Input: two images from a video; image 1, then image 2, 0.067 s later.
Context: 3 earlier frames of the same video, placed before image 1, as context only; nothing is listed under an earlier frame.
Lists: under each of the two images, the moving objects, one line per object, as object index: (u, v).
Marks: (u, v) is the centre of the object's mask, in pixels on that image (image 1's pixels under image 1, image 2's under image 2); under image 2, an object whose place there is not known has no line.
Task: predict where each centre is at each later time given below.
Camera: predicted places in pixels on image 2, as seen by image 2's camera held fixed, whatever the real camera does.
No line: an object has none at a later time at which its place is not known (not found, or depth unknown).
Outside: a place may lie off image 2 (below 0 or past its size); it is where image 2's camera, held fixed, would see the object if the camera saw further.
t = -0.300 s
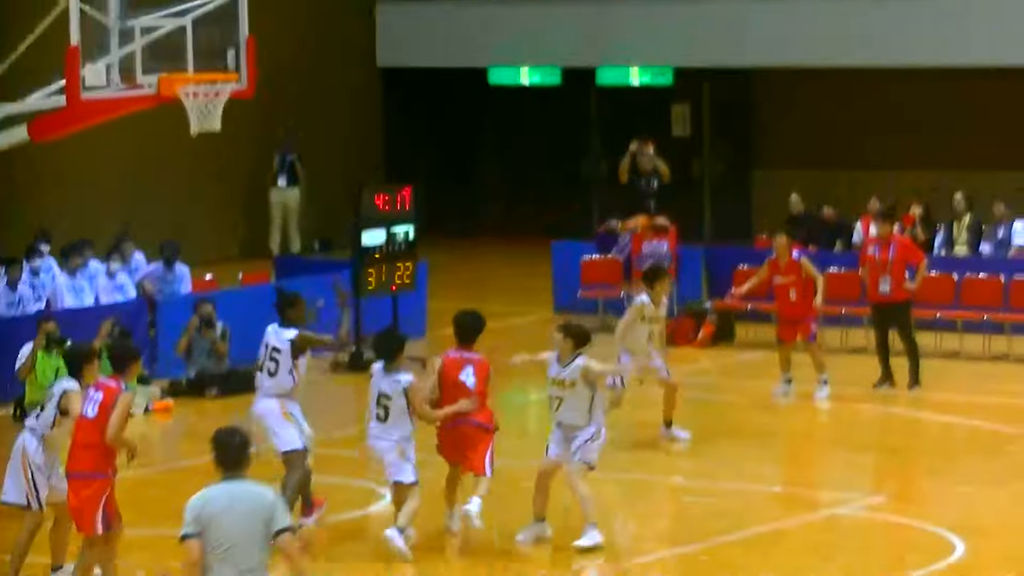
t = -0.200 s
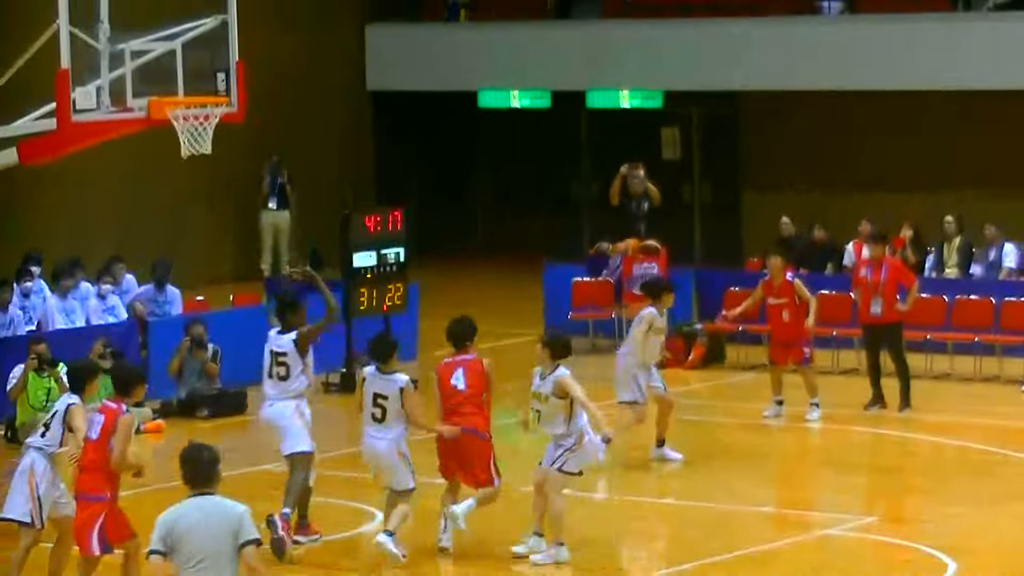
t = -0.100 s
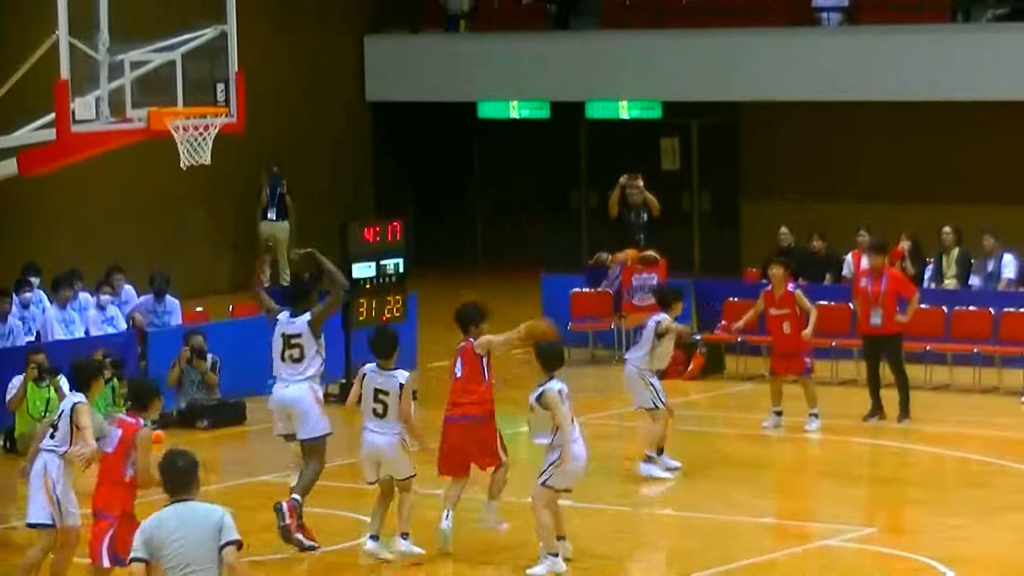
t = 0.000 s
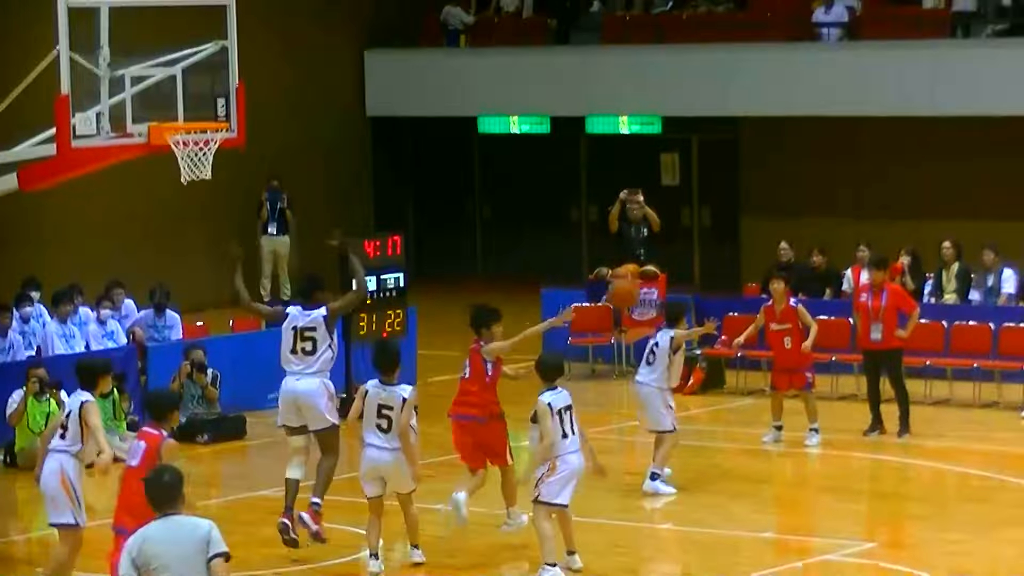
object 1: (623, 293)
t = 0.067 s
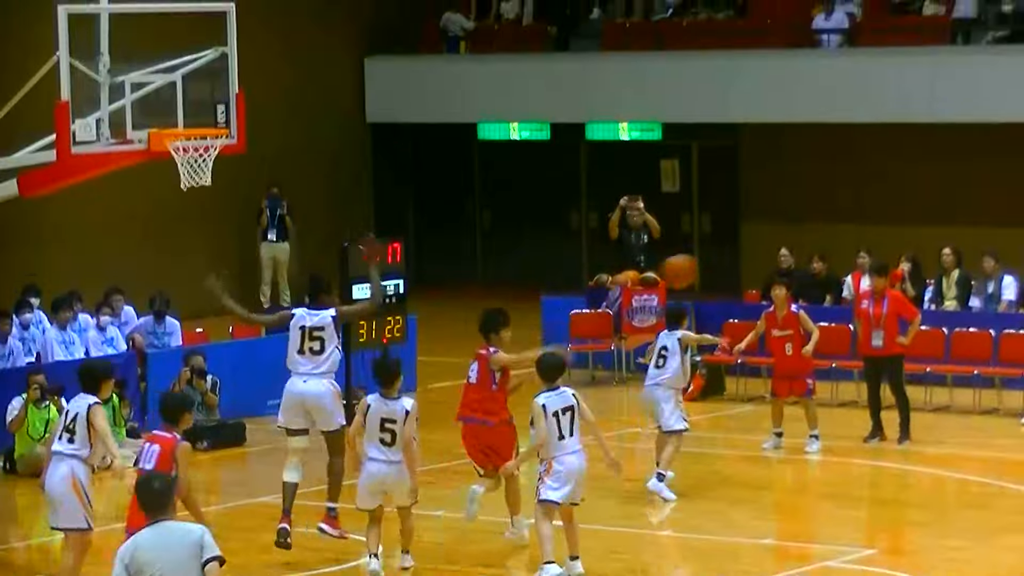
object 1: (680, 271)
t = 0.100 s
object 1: (707, 258)
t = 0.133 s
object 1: (735, 248)
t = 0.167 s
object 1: (762, 237)
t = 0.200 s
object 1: (787, 229)
